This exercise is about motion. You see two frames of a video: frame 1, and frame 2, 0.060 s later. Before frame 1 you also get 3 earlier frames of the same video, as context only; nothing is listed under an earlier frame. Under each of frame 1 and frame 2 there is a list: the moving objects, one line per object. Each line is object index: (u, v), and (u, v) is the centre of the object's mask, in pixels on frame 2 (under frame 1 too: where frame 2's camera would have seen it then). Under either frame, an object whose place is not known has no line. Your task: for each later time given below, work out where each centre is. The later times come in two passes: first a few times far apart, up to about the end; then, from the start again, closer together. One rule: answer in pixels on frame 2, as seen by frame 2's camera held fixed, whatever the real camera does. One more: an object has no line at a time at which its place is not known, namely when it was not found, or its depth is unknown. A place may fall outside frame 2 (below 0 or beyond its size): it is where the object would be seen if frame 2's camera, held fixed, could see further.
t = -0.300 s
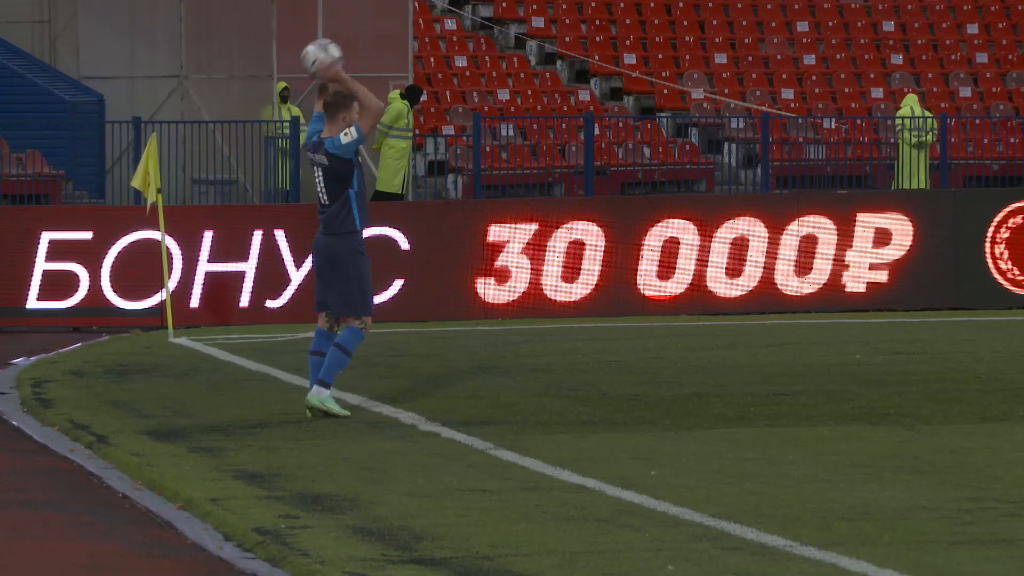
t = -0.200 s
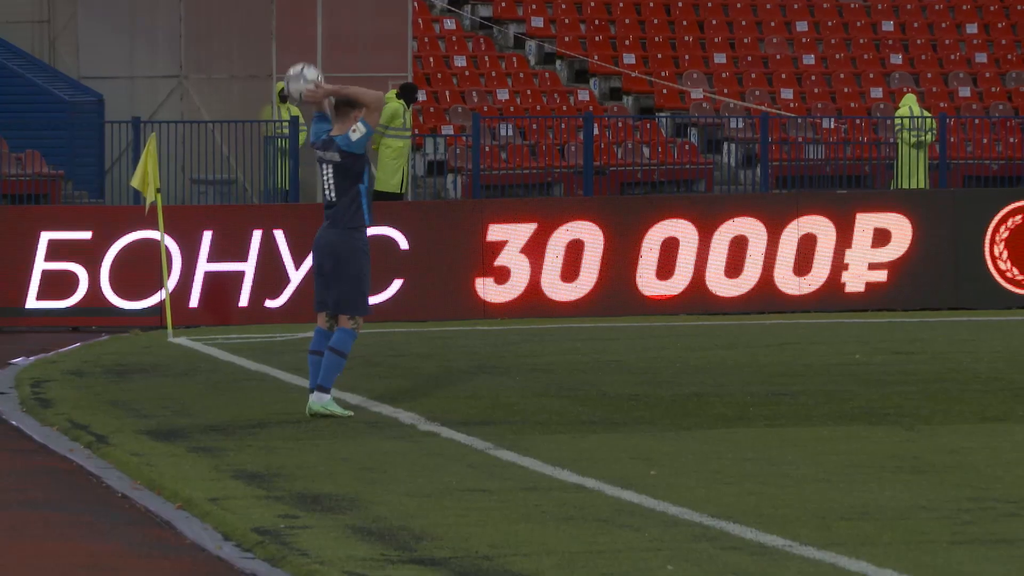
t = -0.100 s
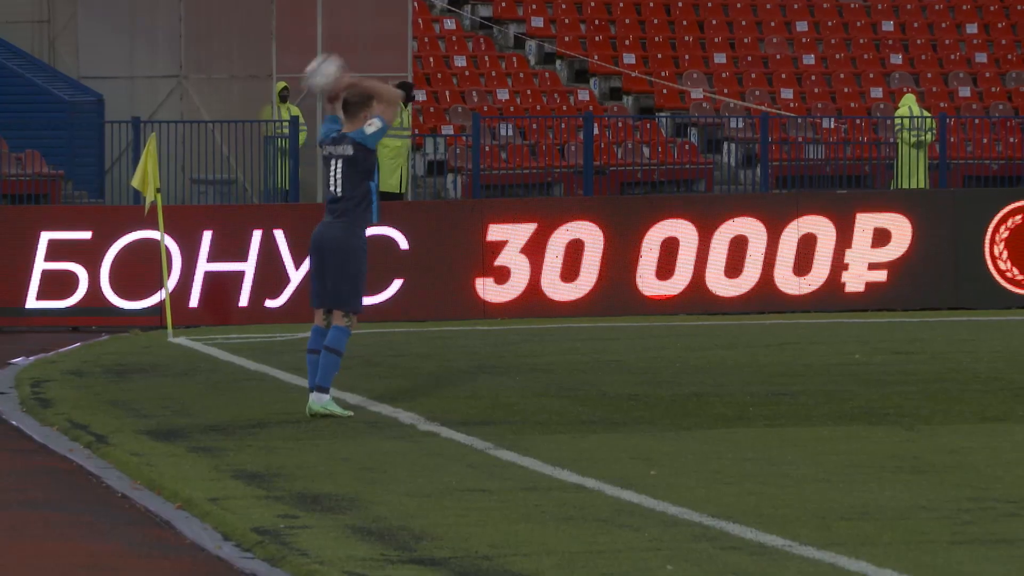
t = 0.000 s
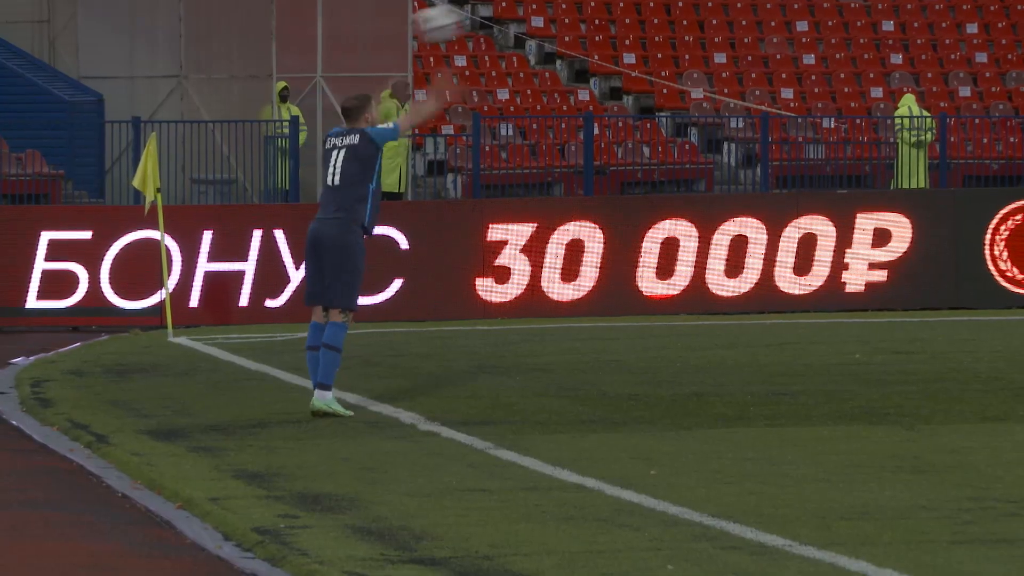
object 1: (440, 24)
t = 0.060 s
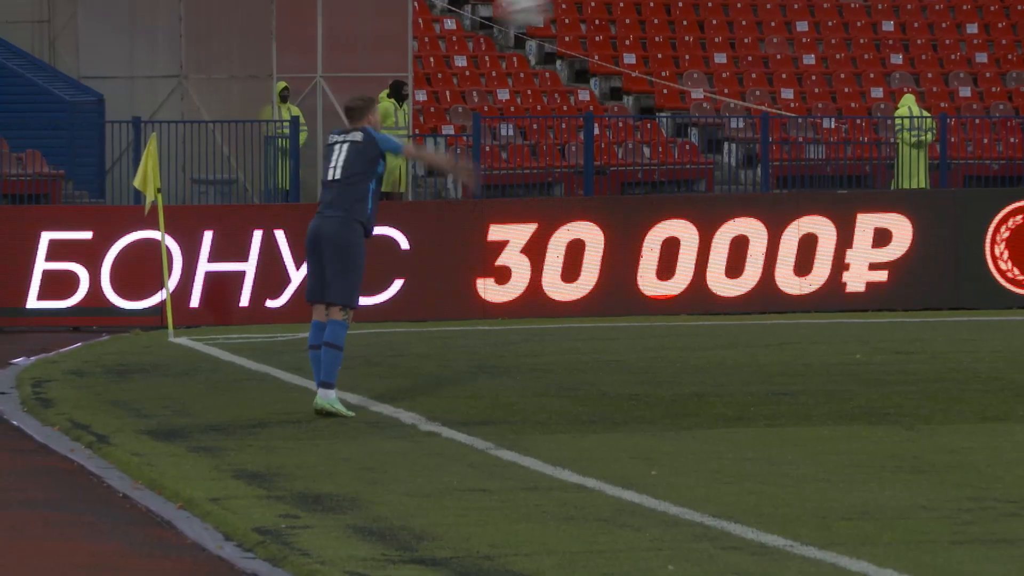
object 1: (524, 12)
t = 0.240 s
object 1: (762, 15)
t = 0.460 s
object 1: (1025, 87)
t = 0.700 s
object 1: (1326, 225)
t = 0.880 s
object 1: (1525, 296)
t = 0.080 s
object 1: (554, 11)
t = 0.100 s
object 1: (580, 10)
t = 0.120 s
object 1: (606, 10)
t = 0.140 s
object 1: (633, 10)
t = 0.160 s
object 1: (660, 10)
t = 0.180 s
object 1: (686, 11)
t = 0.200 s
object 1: (711, 11)
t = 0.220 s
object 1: (736, 12)
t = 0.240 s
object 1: (762, 15)
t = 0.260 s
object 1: (785, 16)
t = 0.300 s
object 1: (836, 27)
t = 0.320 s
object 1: (859, 33)
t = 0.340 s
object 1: (883, 38)
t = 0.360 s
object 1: (907, 46)
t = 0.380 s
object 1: (932, 53)
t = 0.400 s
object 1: (956, 61)
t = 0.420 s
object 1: (979, 69)
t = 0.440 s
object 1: (1002, 79)
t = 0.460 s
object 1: (1025, 87)
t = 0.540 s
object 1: (1114, 130)
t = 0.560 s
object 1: (1141, 140)
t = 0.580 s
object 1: (1170, 153)
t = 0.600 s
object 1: (1197, 163)
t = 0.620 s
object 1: (1222, 176)
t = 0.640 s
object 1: (1250, 187)
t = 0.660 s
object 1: (1277, 197)
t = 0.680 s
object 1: (1302, 212)
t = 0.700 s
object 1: (1326, 225)
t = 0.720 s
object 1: (1351, 247)
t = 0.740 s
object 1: (1377, 266)
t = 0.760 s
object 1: (1404, 282)
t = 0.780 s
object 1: (1430, 297)
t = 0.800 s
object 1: (1455, 315)
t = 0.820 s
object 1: (1480, 333)
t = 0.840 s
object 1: (1497, 324)
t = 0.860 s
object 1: (1510, 309)
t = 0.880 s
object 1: (1525, 296)
